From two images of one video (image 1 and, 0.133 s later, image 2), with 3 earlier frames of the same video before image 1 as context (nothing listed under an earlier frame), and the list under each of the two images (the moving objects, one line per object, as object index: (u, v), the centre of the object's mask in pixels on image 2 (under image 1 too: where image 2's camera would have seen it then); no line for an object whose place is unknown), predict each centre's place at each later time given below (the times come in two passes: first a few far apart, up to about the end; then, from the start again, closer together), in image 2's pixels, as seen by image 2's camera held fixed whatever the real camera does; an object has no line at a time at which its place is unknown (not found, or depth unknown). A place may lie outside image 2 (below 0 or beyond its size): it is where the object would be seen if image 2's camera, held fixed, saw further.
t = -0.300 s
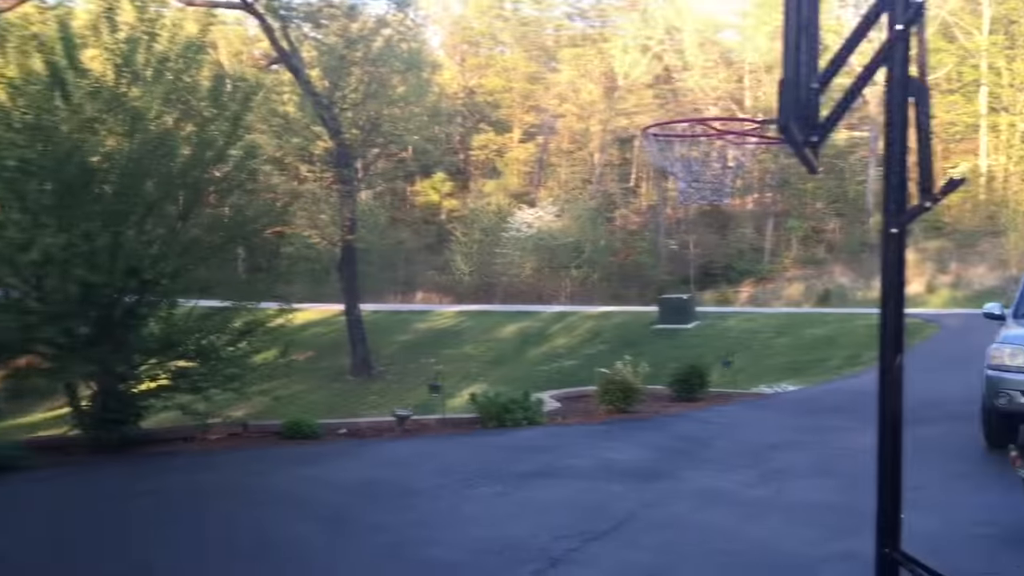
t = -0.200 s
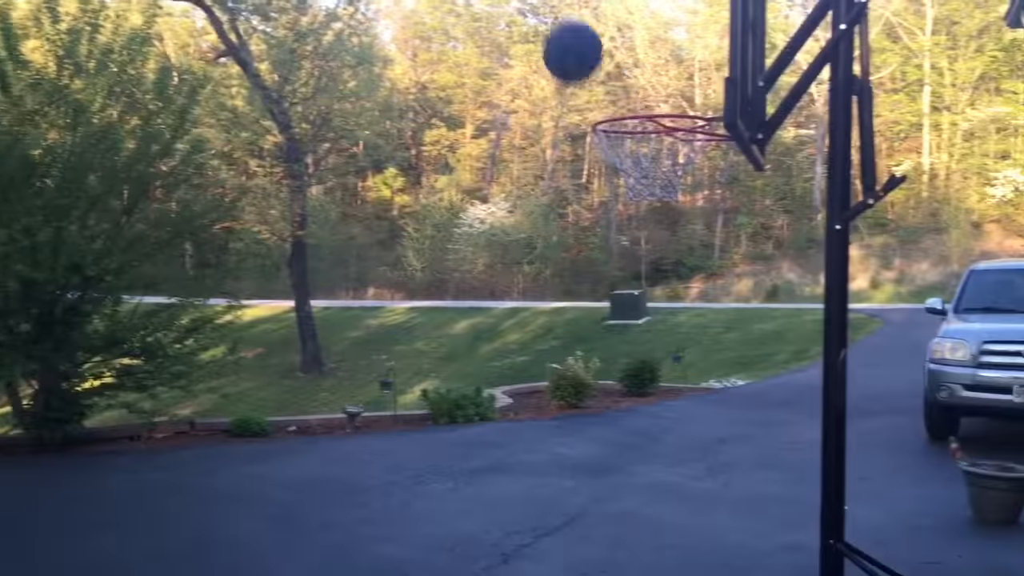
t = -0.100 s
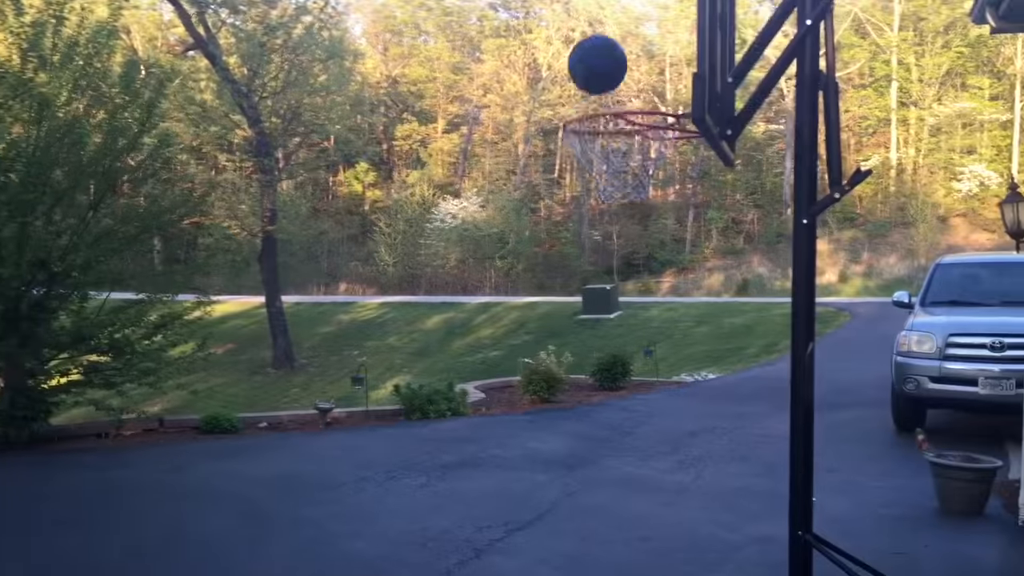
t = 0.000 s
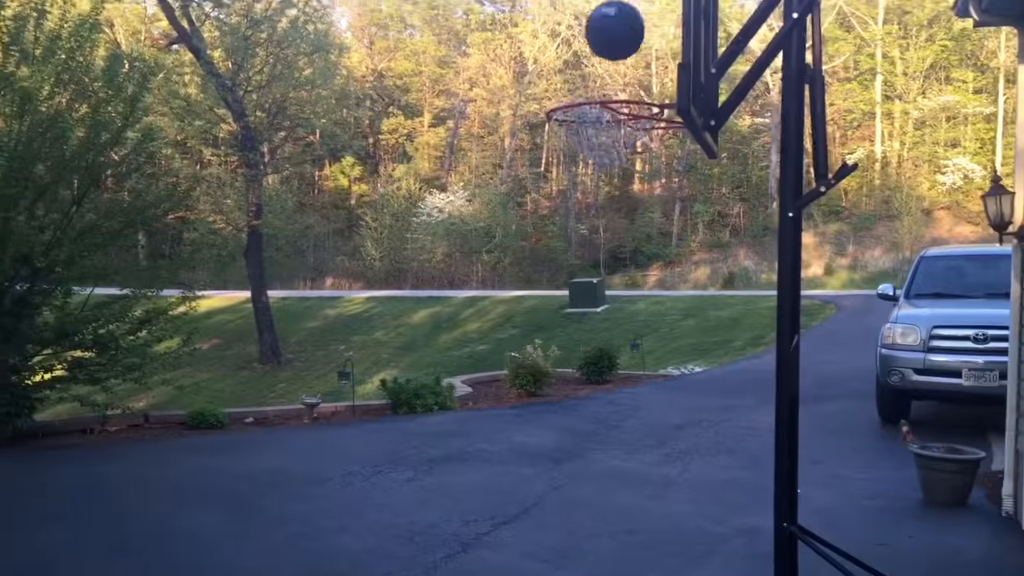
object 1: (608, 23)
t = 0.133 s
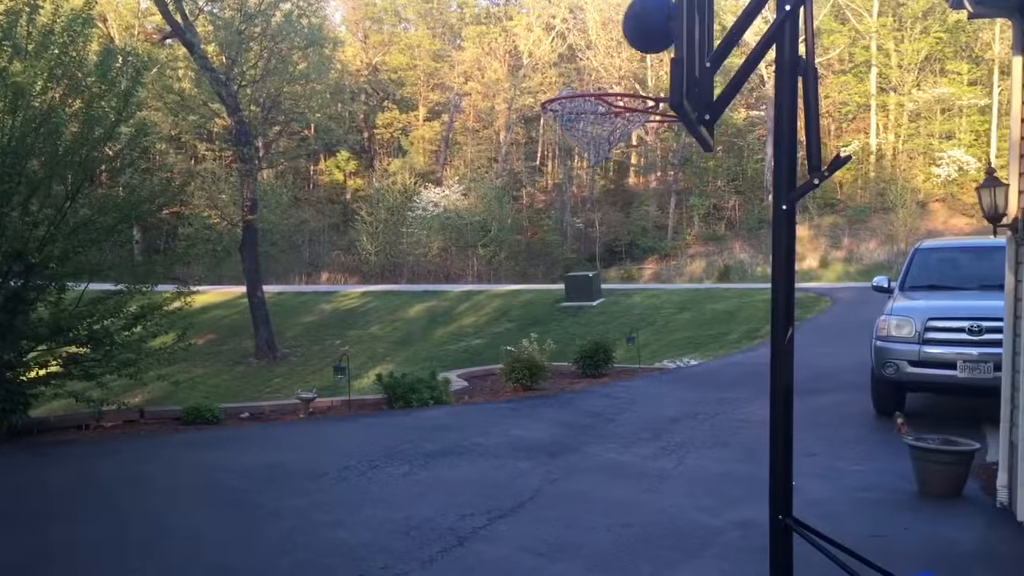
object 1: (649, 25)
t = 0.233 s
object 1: (655, 38)
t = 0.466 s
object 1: (605, 104)
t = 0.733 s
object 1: (560, 147)
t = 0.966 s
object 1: (605, 183)
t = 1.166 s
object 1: (643, 281)
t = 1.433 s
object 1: (691, 563)
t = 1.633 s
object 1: (718, 475)
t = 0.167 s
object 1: (656, 30)
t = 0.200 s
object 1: (657, 34)
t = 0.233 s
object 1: (655, 38)
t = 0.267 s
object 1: (650, 43)
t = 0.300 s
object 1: (645, 52)
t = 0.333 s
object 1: (639, 63)
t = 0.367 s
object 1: (633, 75)
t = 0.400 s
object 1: (626, 91)
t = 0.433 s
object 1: (616, 97)
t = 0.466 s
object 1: (605, 104)
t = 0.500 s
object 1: (593, 115)
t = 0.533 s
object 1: (583, 127)
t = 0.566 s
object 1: (572, 141)
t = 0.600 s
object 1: (565, 147)
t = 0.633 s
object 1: (558, 149)
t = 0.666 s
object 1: (556, 148)
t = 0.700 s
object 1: (557, 147)
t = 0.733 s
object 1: (560, 147)
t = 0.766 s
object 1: (563, 148)
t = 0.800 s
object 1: (569, 153)
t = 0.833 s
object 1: (575, 158)
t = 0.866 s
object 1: (583, 163)
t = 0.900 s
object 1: (590, 168)
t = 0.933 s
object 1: (598, 173)
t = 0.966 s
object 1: (605, 183)
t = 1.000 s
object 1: (611, 193)
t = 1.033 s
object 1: (617, 205)
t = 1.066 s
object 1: (624, 220)
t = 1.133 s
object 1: (637, 258)
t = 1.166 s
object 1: (643, 281)
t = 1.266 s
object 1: (662, 367)
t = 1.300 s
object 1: (667, 401)
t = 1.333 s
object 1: (673, 438)
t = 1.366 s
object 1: (678, 477)
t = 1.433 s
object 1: (691, 563)
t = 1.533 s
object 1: (706, 562)
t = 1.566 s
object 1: (709, 530)
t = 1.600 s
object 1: (714, 501)
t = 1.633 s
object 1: (718, 475)
